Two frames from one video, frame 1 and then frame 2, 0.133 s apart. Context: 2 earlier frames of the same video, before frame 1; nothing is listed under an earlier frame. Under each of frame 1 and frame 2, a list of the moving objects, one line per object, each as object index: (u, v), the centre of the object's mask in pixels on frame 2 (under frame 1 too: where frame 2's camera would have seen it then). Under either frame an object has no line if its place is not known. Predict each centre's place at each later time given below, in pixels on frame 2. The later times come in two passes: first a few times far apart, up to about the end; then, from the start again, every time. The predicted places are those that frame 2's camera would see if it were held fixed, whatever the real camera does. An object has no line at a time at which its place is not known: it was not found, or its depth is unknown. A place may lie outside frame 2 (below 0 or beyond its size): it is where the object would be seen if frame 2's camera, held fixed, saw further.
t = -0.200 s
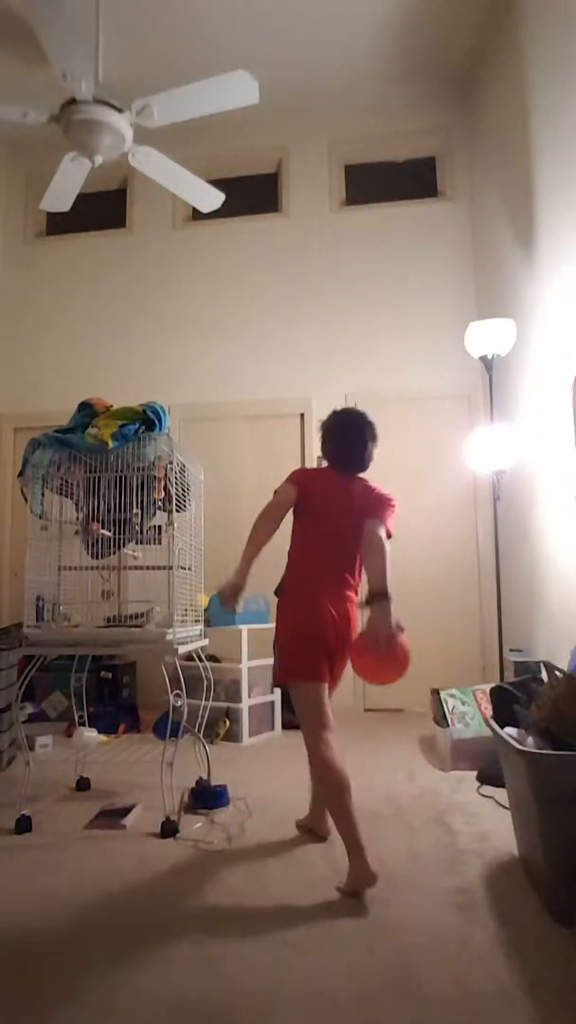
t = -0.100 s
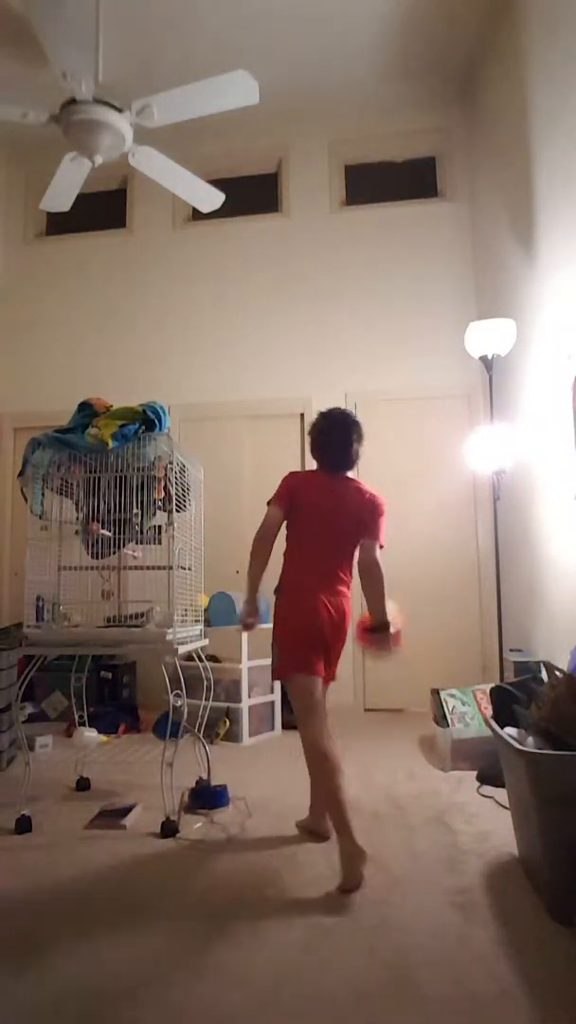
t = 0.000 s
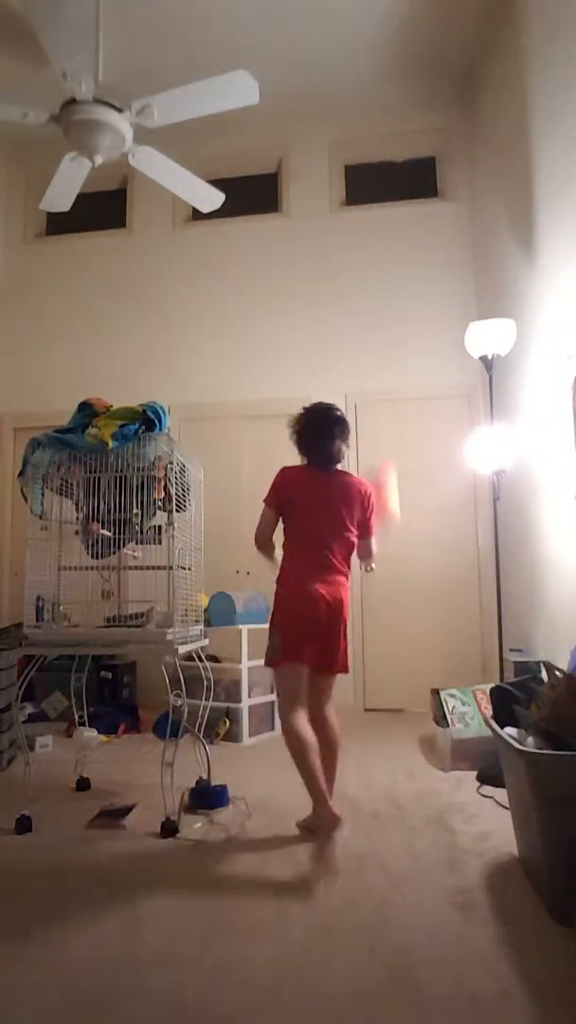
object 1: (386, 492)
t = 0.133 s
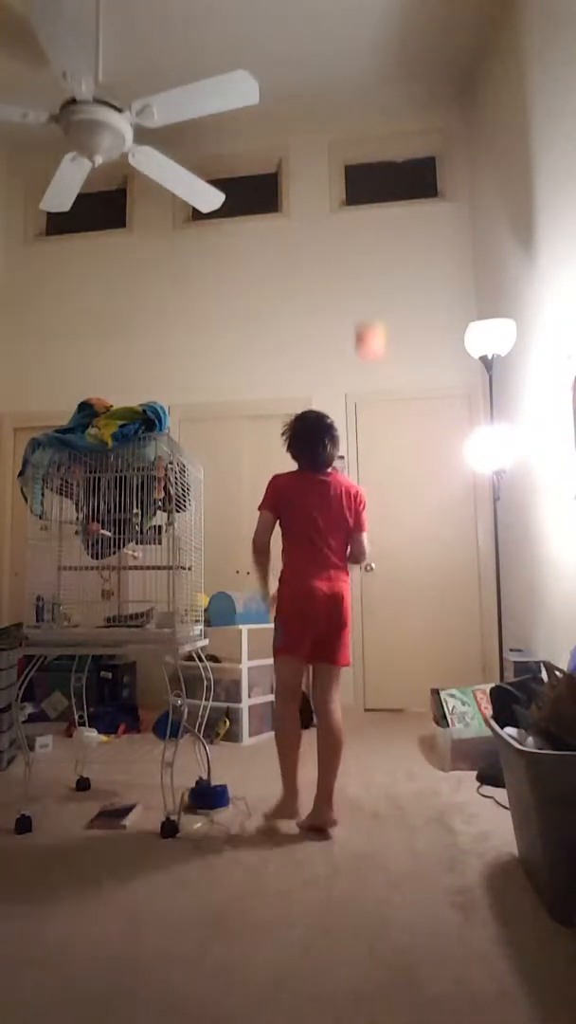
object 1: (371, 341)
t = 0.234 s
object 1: (368, 275)
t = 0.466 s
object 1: (365, 226)
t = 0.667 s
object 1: (363, 231)
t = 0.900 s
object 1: (366, 214)
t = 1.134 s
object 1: (371, 275)
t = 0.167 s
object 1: (371, 313)
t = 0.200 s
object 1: (369, 292)
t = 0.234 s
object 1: (368, 275)
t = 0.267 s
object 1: (368, 262)
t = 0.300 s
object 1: (366, 254)
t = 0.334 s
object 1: (366, 242)
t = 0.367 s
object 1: (365, 235)
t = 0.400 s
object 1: (364, 229)
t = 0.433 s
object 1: (365, 227)
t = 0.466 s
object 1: (365, 226)
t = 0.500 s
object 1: (365, 228)
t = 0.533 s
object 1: (365, 231)
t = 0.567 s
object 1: (365, 232)
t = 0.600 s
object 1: (365, 235)
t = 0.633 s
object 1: (364, 239)
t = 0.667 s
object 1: (363, 231)
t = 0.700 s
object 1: (365, 225)
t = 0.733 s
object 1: (366, 221)
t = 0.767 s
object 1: (366, 218)
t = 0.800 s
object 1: (366, 216)
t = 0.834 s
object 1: (366, 214)
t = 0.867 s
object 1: (366, 214)
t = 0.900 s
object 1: (366, 214)
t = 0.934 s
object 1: (367, 216)
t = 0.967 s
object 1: (367, 218)
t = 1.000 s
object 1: (368, 225)
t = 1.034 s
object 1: (368, 236)
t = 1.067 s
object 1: (370, 251)
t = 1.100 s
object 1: (370, 260)
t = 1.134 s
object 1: (371, 275)
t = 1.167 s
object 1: (371, 292)
